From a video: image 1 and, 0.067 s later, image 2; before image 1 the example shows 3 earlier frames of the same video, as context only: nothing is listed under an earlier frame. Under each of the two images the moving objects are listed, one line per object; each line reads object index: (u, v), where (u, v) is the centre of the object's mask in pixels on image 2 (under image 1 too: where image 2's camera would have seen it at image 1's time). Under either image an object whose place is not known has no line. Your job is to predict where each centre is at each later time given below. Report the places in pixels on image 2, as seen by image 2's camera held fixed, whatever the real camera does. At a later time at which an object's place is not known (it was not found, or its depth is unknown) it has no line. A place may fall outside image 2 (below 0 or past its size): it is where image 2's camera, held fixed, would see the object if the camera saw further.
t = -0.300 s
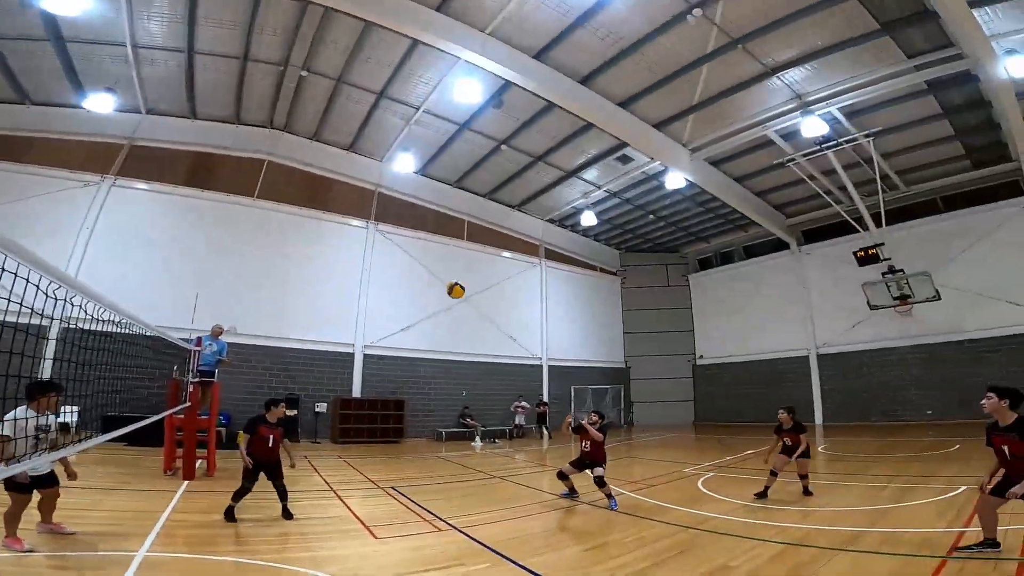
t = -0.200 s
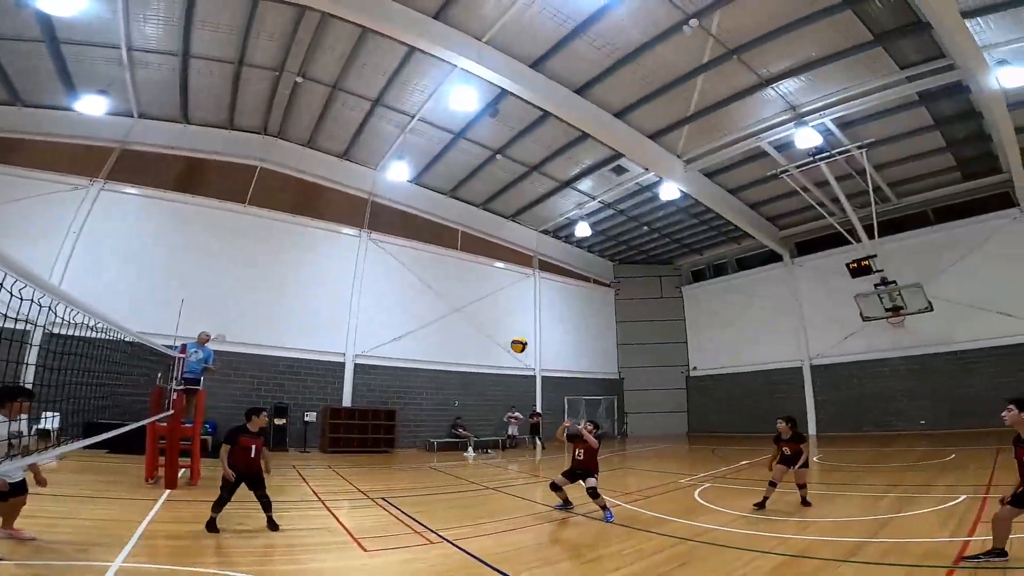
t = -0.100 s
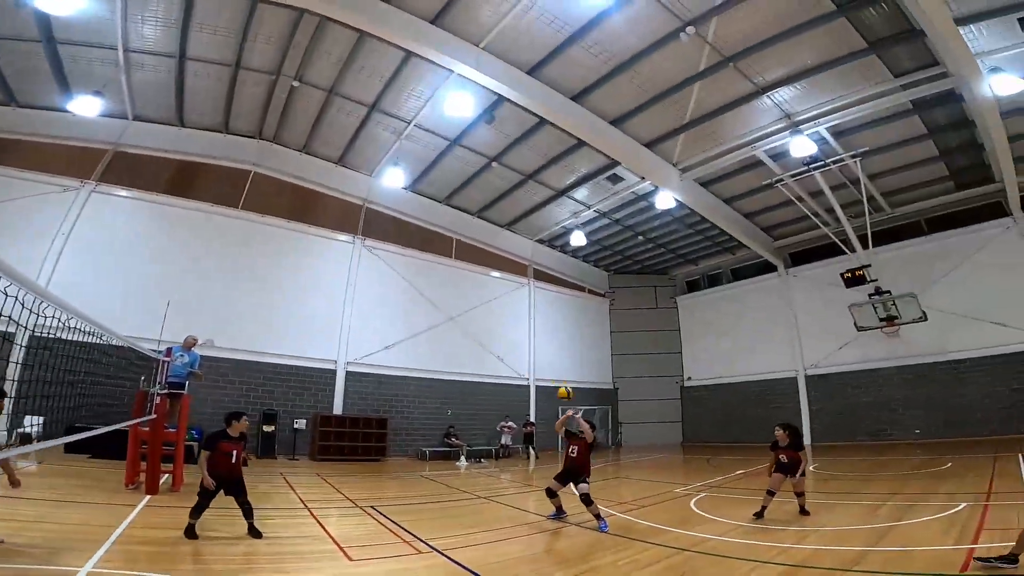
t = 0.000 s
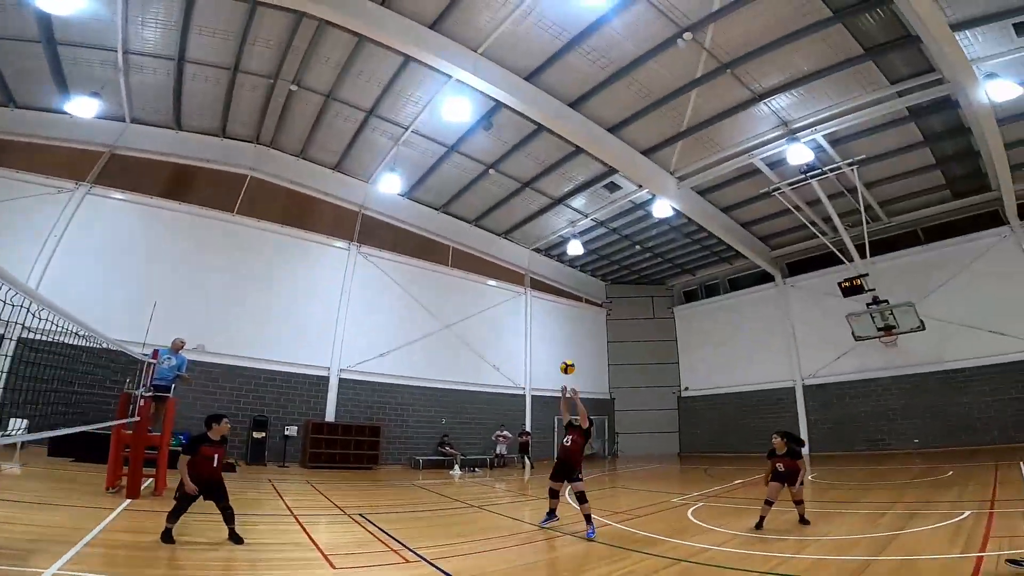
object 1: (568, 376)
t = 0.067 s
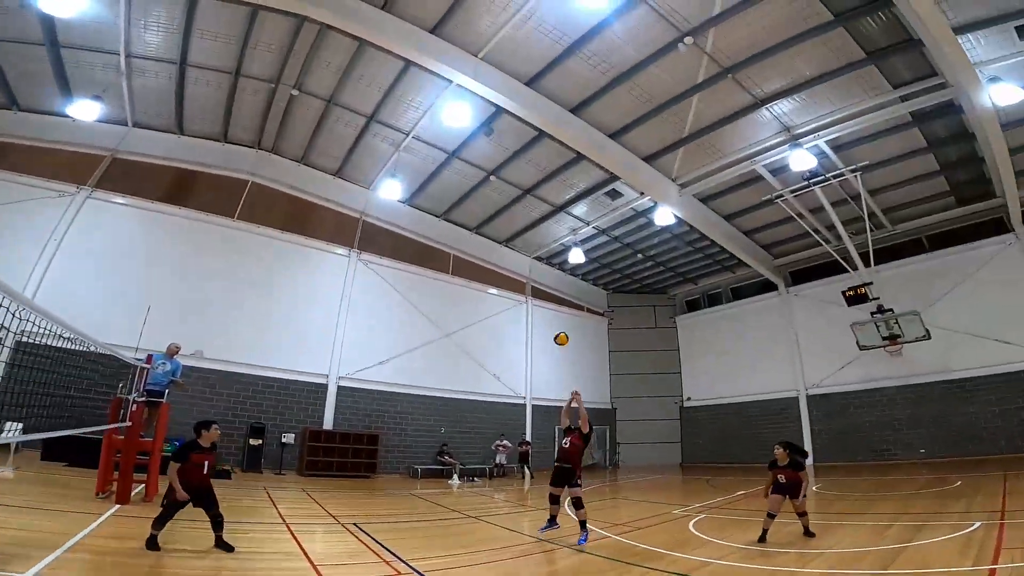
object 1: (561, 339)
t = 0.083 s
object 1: (559, 330)
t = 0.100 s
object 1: (557, 320)
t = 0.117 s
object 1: (555, 313)
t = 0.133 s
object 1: (553, 304)
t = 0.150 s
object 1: (552, 296)
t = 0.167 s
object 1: (550, 289)
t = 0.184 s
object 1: (548, 282)
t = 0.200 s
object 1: (546, 273)
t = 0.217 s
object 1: (545, 267)
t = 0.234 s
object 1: (544, 260)
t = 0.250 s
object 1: (542, 255)
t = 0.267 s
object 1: (541, 248)
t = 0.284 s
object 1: (539, 242)
